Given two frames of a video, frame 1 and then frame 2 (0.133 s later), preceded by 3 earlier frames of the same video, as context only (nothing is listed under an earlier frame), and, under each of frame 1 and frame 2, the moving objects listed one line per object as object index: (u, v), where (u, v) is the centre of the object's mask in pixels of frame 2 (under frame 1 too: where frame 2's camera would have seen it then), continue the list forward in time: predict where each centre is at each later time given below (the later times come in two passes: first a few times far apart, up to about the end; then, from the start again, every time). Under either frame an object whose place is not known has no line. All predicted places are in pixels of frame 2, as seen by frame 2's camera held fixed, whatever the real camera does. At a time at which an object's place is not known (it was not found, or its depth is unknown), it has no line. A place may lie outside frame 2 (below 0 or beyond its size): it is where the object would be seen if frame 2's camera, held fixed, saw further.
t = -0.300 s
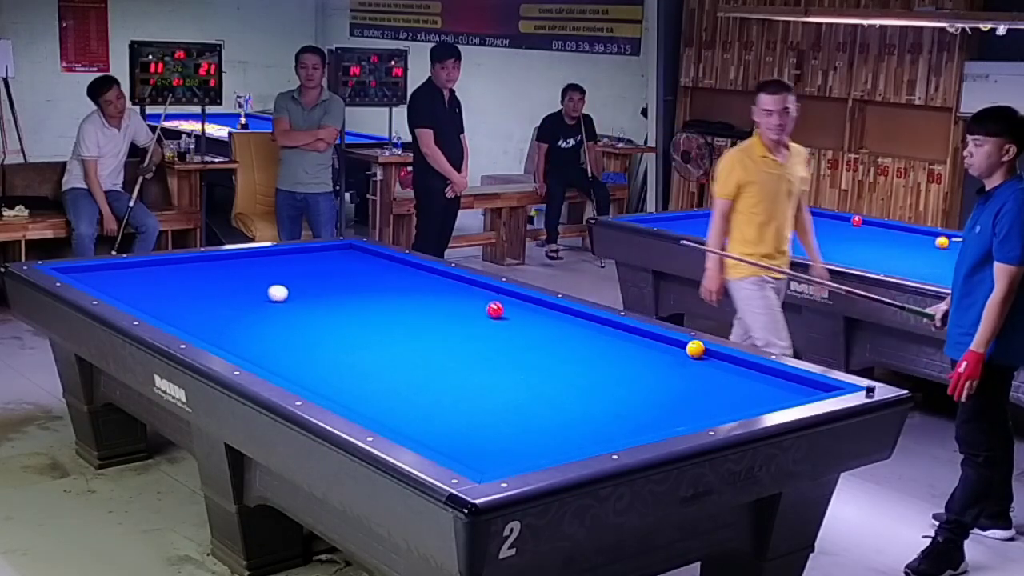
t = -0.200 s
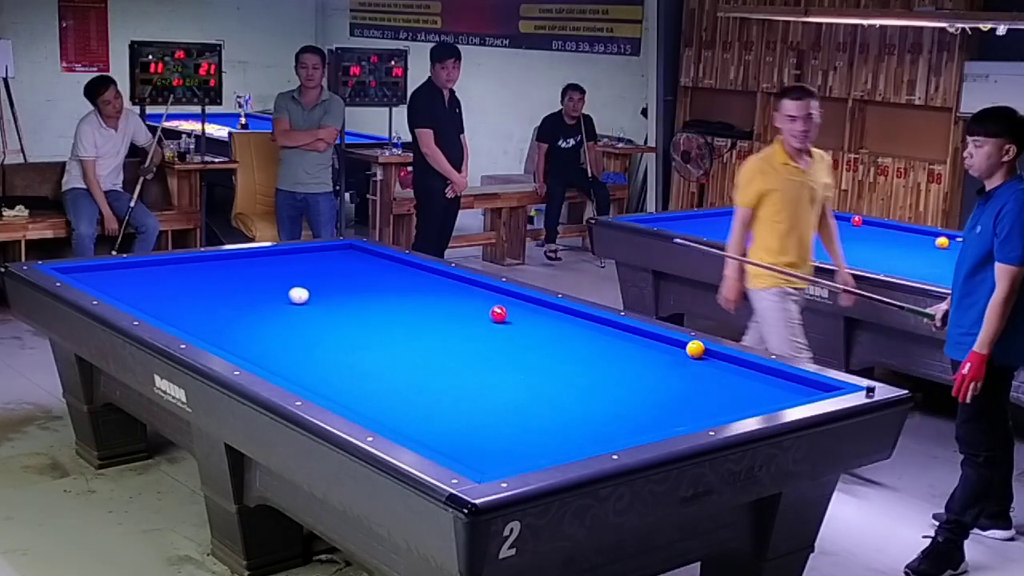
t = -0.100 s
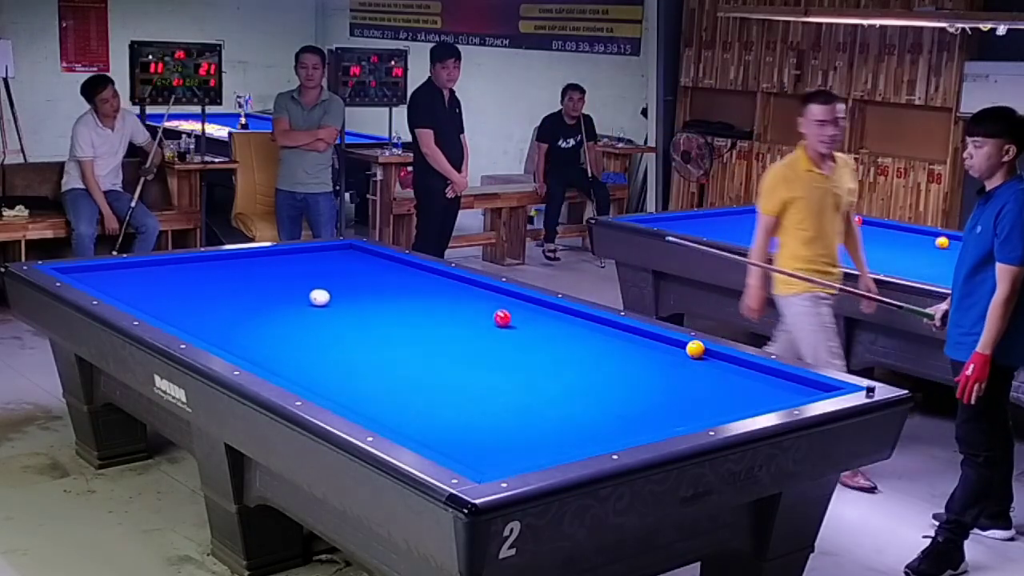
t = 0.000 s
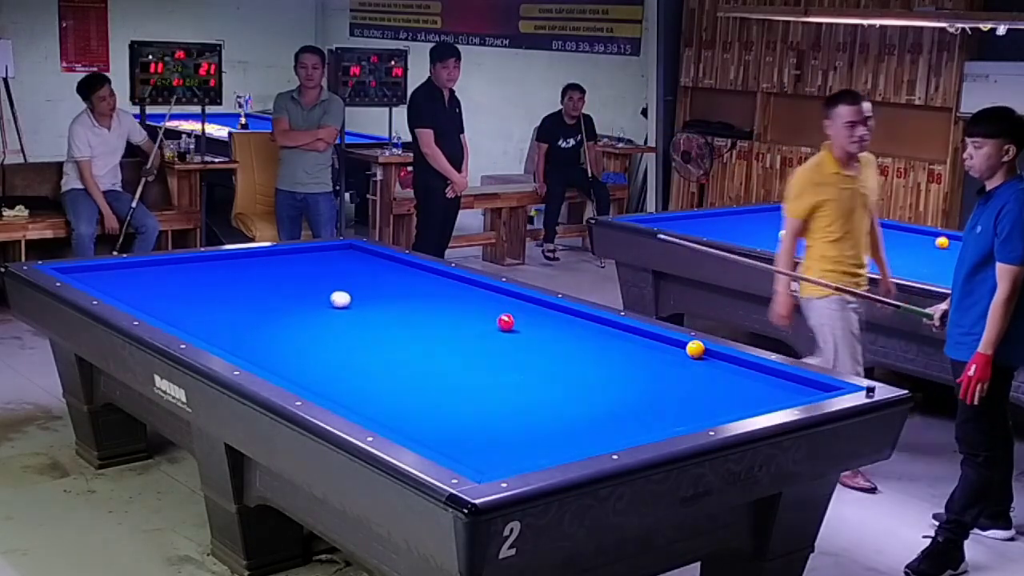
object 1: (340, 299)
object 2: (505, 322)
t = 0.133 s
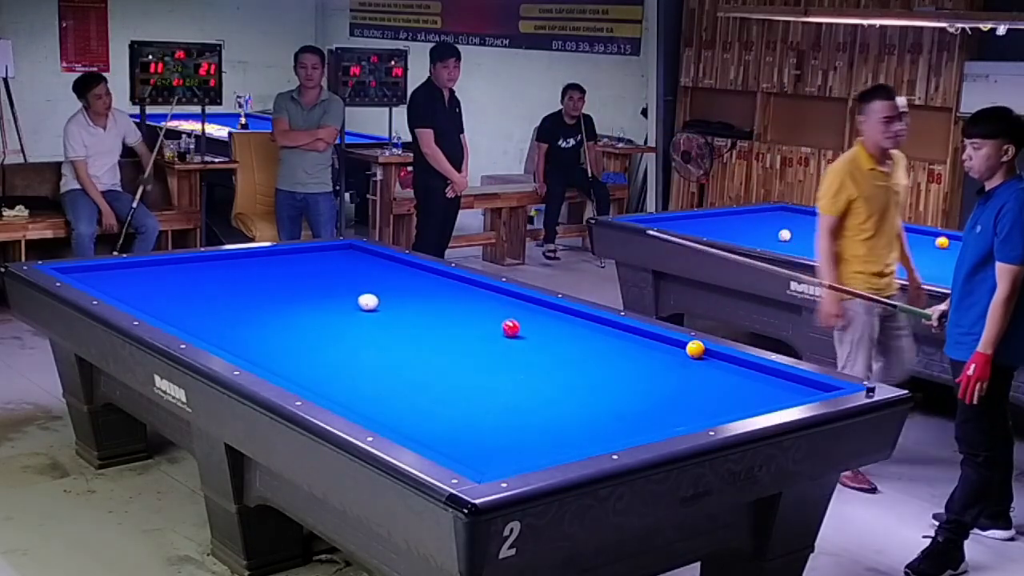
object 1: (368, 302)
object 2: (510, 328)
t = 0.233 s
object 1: (388, 304)
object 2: (514, 332)
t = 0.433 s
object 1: (430, 308)
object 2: (522, 341)
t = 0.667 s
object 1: (478, 312)
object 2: (532, 353)
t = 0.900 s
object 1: (526, 317)
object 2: (542, 364)
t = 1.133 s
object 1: (574, 322)
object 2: (552, 376)
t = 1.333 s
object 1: (615, 326)
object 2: (561, 387)
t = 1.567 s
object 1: (629, 333)
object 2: (573, 400)
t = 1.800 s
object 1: (639, 341)
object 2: (585, 414)
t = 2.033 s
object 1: (650, 349)
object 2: (598, 428)
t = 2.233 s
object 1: (660, 356)
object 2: (608, 437)
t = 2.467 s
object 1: (671, 365)
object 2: (577, 439)
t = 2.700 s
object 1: (683, 373)
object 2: (545, 436)
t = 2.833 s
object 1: (689, 378)
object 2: (528, 435)
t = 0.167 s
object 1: (375, 303)
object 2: (512, 330)
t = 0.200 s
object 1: (382, 303)
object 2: (513, 331)
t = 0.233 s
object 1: (388, 304)
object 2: (514, 332)
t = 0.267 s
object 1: (395, 305)
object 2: (515, 334)
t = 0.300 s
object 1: (402, 305)
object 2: (517, 335)
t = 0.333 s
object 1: (409, 306)
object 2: (518, 337)
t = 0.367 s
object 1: (416, 307)
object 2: (519, 338)
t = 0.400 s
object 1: (423, 307)
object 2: (521, 340)
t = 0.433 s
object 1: (430, 308)
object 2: (522, 341)
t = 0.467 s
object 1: (437, 309)
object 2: (523, 343)
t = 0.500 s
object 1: (444, 309)
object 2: (525, 345)
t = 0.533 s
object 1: (451, 310)
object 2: (526, 346)
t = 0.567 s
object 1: (457, 311)
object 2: (527, 348)
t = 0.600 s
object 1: (464, 311)
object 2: (529, 349)
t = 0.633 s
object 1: (471, 312)
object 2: (530, 351)
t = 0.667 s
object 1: (478, 312)
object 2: (532, 353)
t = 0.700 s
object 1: (485, 313)
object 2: (533, 354)
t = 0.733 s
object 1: (492, 314)
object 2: (534, 356)
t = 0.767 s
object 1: (499, 314)
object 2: (536, 357)
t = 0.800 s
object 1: (505, 315)
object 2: (537, 359)
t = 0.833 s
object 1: (512, 316)
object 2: (539, 361)
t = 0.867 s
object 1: (519, 316)
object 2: (540, 362)
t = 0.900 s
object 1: (526, 317)
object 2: (542, 364)
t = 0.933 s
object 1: (533, 318)
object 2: (543, 366)
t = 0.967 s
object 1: (539, 318)
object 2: (544, 367)
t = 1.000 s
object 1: (546, 319)
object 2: (546, 369)
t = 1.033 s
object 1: (553, 320)
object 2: (547, 371)
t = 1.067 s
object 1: (560, 321)
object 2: (549, 372)
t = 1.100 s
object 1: (567, 321)
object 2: (551, 374)
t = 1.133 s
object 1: (574, 322)
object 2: (552, 376)
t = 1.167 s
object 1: (580, 322)
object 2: (554, 378)
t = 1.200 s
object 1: (588, 323)
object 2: (555, 379)
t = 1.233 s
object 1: (594, 324)
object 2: (557, 381)
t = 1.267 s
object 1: (601, 324)
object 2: (558, 383)
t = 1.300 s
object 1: (608, 325)
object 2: (560, 385)
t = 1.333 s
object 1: (615, 326)
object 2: (561, 387)
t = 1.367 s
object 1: (621, 326)
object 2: (563, 389)
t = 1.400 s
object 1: (623, 328)
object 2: (565, 390)
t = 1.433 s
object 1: (623, 329)
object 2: (566, 392)
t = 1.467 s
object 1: (625, 330)
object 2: (568, 394)
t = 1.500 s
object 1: (626, 331)
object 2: (569, 396)
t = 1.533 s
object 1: (627, 332)
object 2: (571, 398)
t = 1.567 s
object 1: (629, 333)
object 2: (573, 400)
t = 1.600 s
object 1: (630, 334)
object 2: (574, 402)
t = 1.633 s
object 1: (632, 336)
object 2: (576, 404)
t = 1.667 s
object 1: (633, 337)
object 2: (578, 406)
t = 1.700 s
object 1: (635, 338)
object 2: (580, 408)
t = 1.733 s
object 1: (636, 339)
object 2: (581, 410)
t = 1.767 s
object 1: (638, 340)
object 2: (583, 412)
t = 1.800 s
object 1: (639, 341)
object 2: (585, 414)
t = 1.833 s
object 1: (641, 342)
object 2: (587, 416)
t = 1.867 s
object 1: (643, 344)
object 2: (589, 418)
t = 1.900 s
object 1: (644, 345)
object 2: (590, 420)
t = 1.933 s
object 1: (646, 346)
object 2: (592, 422)
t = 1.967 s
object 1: (647, 347)
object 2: (594, 424)
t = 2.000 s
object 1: (649, 348)
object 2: (596, 426)
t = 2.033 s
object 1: (650, 349)
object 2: (598, 428)
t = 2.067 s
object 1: (652, 350)
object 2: (600, 430)
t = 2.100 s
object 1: (654, 352)
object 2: (601, 433)
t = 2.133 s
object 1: (655, 353)
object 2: (603, 434)
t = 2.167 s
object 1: (657, 354)
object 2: (605, 435)
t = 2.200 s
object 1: (658, 355)
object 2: (607, 436)
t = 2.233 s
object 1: (660, 356)
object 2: (608, 437)
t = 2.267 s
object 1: (662, 357)
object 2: (606, 438)
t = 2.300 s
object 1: (663, 358)
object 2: (601, 438)
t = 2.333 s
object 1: (665, 360)
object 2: (596, 439)
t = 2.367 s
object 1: (666, 361)
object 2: (592, 439)
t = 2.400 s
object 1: (668, 362)
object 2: (587, 439)
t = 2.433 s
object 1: (669, 363)
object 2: (582, 439)
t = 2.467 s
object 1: (671, 365)
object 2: (577, 439)
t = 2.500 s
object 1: (673, 366)
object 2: (573, 439)
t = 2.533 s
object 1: (674, 367)
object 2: (568, 438)
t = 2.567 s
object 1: (676, 368)
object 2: (564, 438)
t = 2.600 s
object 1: (678, 369)
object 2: (559, 438)
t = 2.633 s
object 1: (680, 370)
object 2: (555, 437)
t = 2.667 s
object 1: (681, 372)
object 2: (550, 437)
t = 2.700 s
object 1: (683, 373)
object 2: (545, 436)
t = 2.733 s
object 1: (684, 374)
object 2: (541, 436)
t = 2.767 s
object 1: (686, 376)
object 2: (536, 436)
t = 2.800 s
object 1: (688, 377)
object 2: (532, 435)
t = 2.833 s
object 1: (689, 378)
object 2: (528, 435)
